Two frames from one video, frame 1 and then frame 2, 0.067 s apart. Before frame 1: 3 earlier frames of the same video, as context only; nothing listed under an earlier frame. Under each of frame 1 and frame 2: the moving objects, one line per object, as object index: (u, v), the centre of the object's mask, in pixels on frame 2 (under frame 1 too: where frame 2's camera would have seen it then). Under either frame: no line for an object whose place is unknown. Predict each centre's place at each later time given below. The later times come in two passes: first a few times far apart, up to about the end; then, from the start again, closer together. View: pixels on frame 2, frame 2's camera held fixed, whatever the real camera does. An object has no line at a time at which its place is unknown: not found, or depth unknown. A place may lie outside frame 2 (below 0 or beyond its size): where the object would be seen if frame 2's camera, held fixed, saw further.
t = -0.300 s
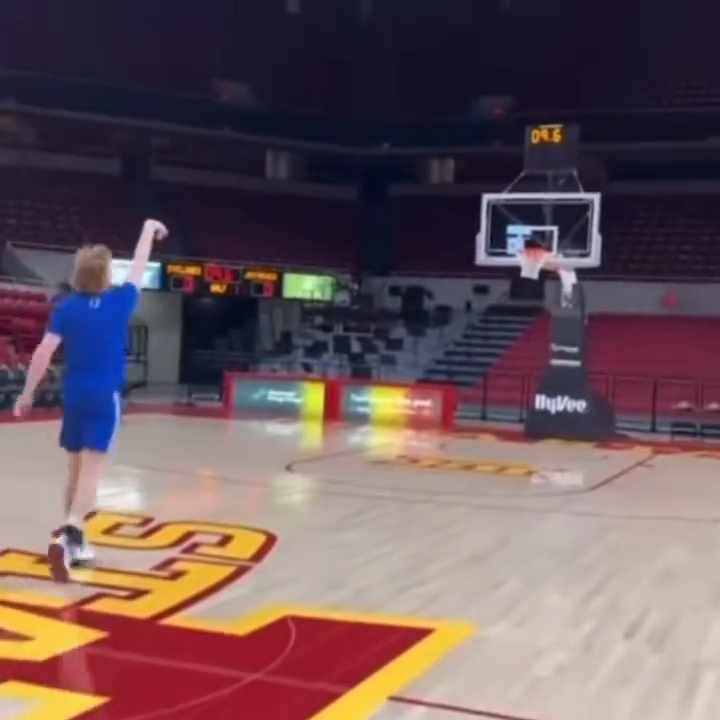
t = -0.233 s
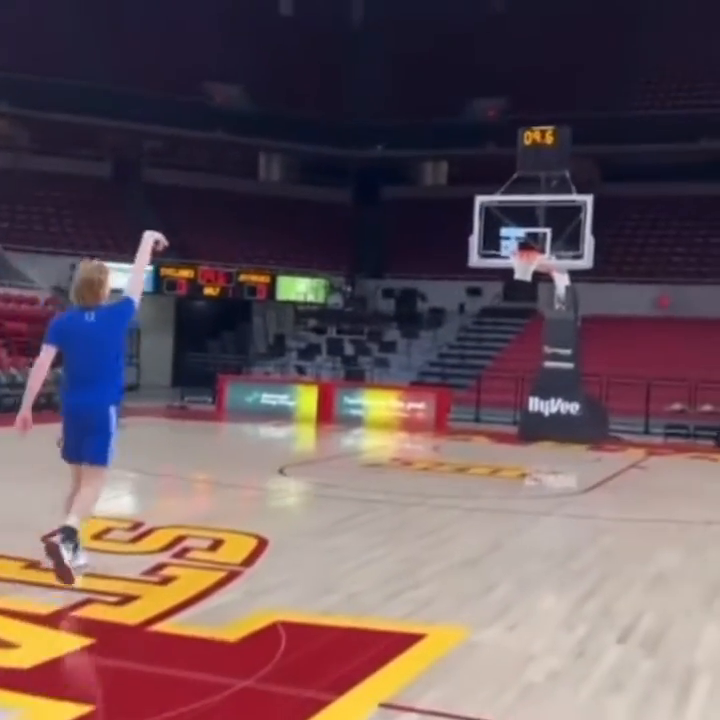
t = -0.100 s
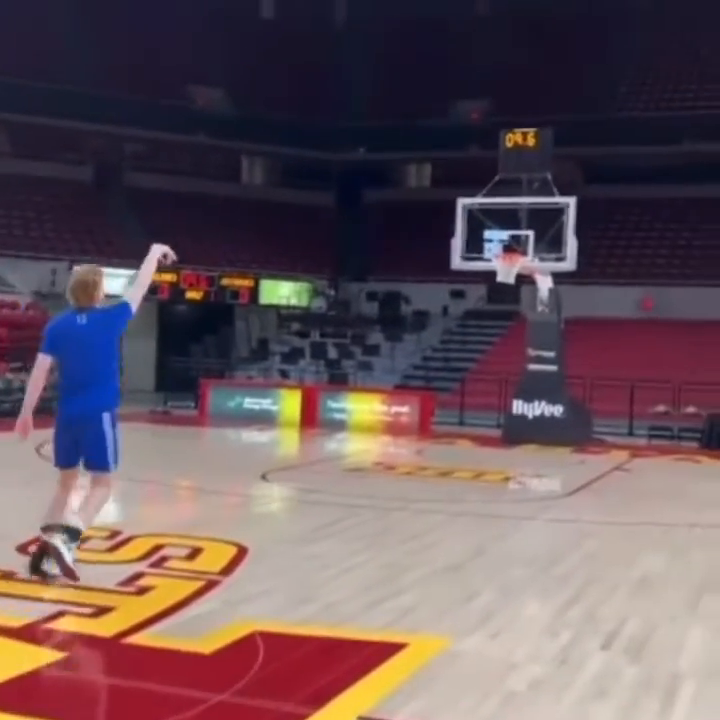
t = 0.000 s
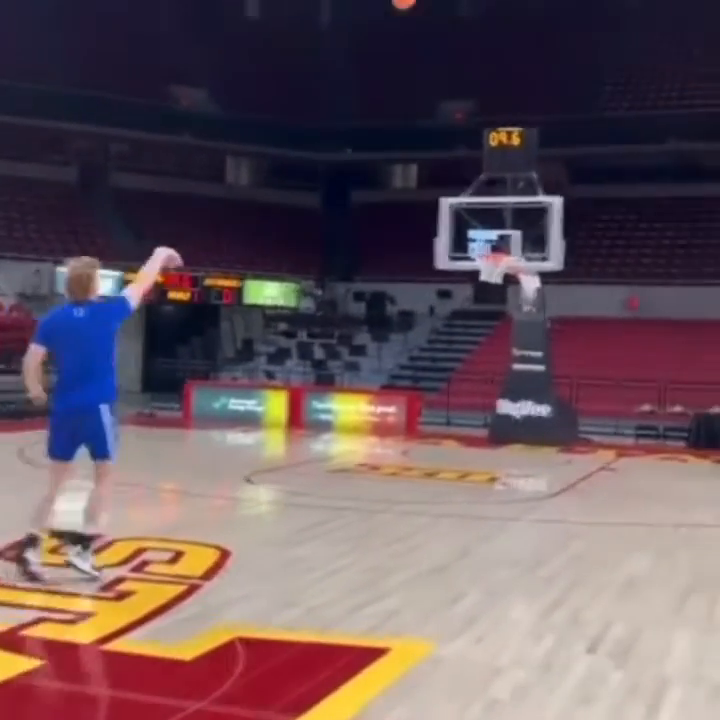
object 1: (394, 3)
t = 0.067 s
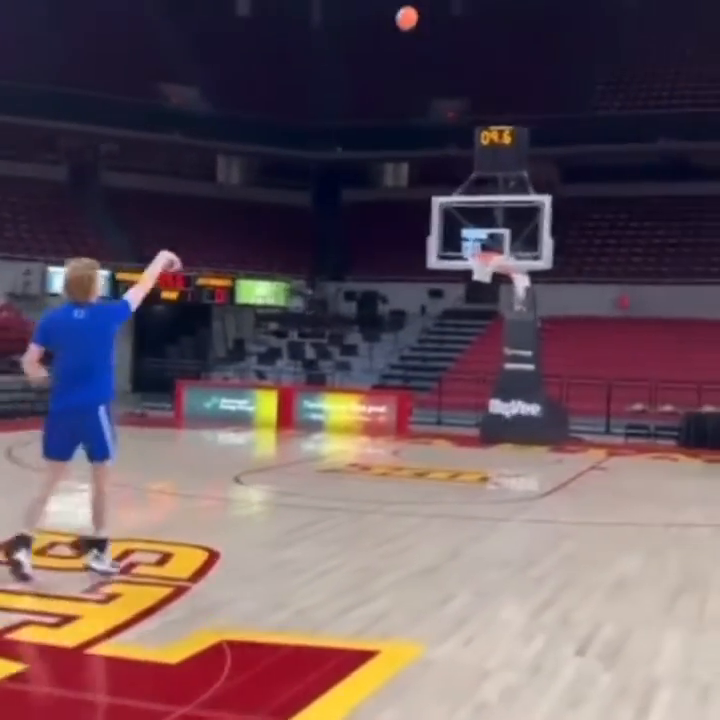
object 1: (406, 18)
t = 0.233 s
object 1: (432, 82)
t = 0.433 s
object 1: (458, 172)
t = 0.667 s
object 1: (481, 269)
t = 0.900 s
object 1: (486, 334)
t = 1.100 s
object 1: (493, 411)
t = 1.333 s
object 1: (493, 402)
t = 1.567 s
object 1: (496, 367)
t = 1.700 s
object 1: (496, 361)
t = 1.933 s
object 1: (490, 375)
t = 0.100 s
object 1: (412, 29)
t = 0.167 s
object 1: (422, 55)
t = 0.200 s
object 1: (427, 68)
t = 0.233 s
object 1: (432, 82)
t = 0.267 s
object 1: (437, 96)
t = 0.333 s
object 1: (446, 125)
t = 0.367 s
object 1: (450, 141)
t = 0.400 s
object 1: (454, 156)
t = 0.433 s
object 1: (458, 172)
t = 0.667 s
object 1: (481, 269)
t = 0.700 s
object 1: (481, 279)
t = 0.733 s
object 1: (482, 286)
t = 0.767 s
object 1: (483, 294)
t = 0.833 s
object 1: (485, 313)
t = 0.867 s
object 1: (486, 323)
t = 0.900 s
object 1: (486, 334)
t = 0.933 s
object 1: (487, 346)
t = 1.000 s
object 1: (489, 370)
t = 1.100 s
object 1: (493, 411)
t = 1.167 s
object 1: (495, 441)
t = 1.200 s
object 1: (495, 440)
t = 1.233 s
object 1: (495, 431)
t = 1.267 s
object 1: (496, 421)
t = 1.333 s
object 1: (493, 402)
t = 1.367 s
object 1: (494, 396)
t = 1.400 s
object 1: (495, 389)
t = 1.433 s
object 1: (495, 383)
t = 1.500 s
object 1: (496, 374)
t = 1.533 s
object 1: (496, 370)
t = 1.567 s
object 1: (496, 367)
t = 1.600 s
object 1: (495, 364)
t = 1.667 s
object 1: (496, 360)
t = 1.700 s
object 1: (496, 361)
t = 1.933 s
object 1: (490, 375)
